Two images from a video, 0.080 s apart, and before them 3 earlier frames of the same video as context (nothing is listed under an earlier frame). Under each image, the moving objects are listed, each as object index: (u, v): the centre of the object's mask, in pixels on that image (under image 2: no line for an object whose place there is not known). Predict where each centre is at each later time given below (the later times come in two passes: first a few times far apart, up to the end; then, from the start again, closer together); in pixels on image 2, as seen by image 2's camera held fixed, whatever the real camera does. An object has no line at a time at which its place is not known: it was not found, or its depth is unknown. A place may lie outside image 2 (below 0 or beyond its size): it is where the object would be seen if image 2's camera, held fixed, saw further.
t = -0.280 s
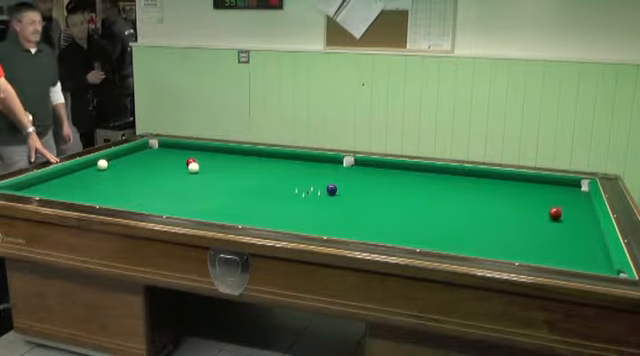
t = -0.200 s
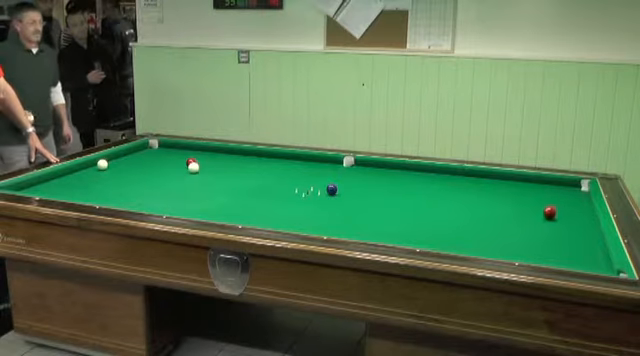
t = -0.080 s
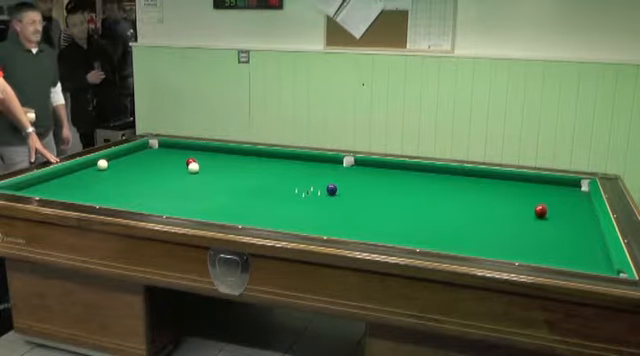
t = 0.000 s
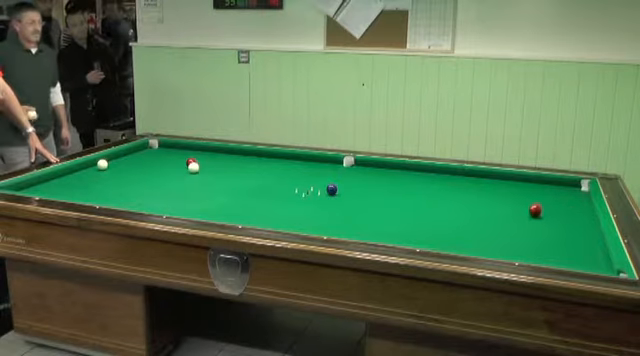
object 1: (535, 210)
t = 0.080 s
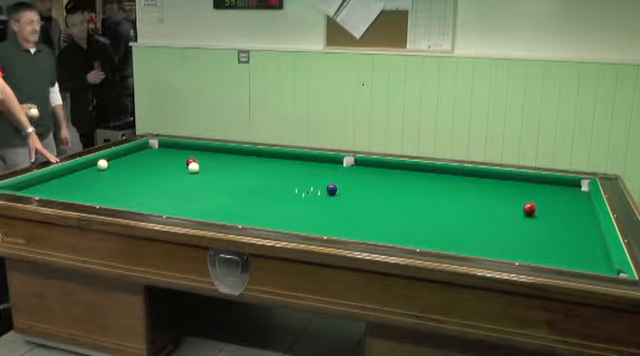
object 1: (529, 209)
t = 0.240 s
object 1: (518, 208)
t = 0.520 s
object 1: (500, 205)
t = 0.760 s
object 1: (485, 203)
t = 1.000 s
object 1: (471, 201)
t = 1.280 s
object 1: (455, 198)
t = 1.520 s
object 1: (442, 196)
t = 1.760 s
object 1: (430, 195)
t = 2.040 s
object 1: (416, 192)
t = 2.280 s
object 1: (405, 191)
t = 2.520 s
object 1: (395, 189)
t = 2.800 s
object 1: (383, 188)
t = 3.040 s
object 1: (374, 186)
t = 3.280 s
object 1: (366, 185)
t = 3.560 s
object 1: (356, 183)
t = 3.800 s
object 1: (349, 182)
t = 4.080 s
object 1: (341, 181)
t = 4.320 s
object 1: (334, 180)
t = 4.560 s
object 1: (328, 179)
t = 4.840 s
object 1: (322, 178)
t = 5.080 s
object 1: (317, 178)
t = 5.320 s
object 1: (312, 177)
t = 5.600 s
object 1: (307, 176)
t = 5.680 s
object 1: (305, 176)
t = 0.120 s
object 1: (526, 209)
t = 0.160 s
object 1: (524, 209)
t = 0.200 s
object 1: (521, 208)
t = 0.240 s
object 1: (518, 208)
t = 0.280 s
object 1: (516, 207)
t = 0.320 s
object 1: (513, 207)
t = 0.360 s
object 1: (510, 207)
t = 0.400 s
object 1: (507, 206)
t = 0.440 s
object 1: (505, 206)
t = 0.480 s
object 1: (502, 206)
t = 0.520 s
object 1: (500, 205)
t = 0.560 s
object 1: (497, 205)
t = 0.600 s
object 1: (495, 205)
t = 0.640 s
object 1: (492, 204)
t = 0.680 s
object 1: (490, 204)
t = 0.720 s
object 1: (487, 203)
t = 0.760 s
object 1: (485, 203)
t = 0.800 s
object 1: (483, 202)
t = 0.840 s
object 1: (480, 202)
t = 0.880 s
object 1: (478, 202)
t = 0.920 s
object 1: (475, 201)
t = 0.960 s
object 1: (473, 201)
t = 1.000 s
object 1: (471, 201)
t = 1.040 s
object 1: (468, 200)
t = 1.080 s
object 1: (466, 200)
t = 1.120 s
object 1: (464, 200)
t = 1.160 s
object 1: (462, 199)
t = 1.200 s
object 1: (459, 199)
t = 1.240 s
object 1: (457, 199)
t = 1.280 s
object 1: (455, 198)
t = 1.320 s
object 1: (453, 198)
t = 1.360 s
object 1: (450, 198)
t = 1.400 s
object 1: (448, 197)
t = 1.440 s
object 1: (446, 197)
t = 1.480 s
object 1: (444, 197)
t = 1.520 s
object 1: (442, 196)
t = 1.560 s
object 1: (440, 196)
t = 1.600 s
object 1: (438, 196)
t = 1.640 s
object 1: (436, 195)
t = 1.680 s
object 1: (434, 195)
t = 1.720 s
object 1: (432, 195)
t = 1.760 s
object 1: (430, 195)
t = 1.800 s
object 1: (428, 194)
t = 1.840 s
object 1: (426, 194)
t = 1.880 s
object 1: (424, 194)
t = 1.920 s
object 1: (422, 193)
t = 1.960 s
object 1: (420, 193)
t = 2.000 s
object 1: (418, 193)
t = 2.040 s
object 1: (416, 192)
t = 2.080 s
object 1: (414, 192)
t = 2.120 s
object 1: (413, 192)
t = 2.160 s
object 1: (411, 192)
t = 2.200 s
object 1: (409, 191)
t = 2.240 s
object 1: (407, 191)
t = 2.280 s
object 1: (405, 191)
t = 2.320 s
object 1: (403, 190)
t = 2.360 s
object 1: (402, 190)
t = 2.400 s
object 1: (400, 190)
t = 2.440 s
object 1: (398, 190)
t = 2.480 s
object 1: (396, 189)
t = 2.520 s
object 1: (395, 189)
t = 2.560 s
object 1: (393, 189)
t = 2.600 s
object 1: (391, 189)
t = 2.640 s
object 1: (390, 188)
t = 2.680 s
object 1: (388, 188)
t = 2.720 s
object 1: (386, 188)
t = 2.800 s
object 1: (383, 188)
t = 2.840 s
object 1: (381, 187)
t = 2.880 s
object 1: (380, 187)
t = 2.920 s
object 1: (379, 187)
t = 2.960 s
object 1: (377, 187)
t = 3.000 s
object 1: (376, 186)
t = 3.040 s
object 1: (374, 186)
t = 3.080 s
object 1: (373, 186)
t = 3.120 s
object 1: (371, 186)
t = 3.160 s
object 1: (370, 185)
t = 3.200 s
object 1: (368, 185)
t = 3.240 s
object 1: (367, 185)
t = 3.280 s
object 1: (366, 185)
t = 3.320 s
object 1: (364, 185)
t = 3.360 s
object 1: (363, 184)
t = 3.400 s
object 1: (362, 184)
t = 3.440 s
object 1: (360, 184)
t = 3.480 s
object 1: (359, 184)
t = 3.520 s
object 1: (358, 184)
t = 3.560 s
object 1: (356, 183)
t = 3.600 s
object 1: (355, 183)
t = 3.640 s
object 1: (353, 183)
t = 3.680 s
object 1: (352, 183)
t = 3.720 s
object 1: (351, 183)
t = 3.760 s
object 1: (350, 182)
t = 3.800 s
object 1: (349, 182)
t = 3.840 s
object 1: (348, 182)
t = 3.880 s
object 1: (347, 182)
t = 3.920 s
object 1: (345, 181)
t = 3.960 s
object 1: (344, 181)
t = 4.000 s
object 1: (343, 181)
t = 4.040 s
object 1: (342, 181)
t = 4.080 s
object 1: (341, 181)
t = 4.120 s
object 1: (340, 181)
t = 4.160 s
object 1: (339, 181)
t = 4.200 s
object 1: (338, 181)
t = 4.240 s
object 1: (336, 180)
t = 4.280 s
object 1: (336, 180)
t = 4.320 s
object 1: (334, 180)
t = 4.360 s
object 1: (333, 180)
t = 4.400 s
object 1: (332, 180)
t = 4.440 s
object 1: (331, 180)
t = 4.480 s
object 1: (330, 179)
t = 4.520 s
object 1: (328, 179)
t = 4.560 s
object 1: (328, 179)
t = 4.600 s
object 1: (327, 179)
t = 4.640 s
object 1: (326, 179)
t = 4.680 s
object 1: (325, 179)
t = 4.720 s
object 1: (324, 179)
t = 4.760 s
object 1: (324, 179)
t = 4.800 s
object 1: (323, 178)
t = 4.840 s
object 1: (322, 178)
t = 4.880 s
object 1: (321, 178)
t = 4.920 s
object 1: (320, 178)
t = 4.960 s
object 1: (319, 178)
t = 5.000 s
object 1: (318, 178)
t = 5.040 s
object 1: (317, 178)
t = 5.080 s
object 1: (317, 178)
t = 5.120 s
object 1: (316, 178)
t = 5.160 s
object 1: (315, 178)
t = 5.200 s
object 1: (314, 177)
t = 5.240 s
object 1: (313, 177)
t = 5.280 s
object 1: (313, 177)
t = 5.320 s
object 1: (312, 177)
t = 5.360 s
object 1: (311, 177)
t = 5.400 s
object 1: (311, 177)
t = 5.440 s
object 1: (310, 177)
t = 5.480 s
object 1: (309, 177)
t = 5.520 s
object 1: (308, 177)
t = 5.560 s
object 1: (308, 177)
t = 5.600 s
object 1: (307, 176)
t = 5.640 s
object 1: (306, 176)
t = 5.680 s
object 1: (305, 176)
